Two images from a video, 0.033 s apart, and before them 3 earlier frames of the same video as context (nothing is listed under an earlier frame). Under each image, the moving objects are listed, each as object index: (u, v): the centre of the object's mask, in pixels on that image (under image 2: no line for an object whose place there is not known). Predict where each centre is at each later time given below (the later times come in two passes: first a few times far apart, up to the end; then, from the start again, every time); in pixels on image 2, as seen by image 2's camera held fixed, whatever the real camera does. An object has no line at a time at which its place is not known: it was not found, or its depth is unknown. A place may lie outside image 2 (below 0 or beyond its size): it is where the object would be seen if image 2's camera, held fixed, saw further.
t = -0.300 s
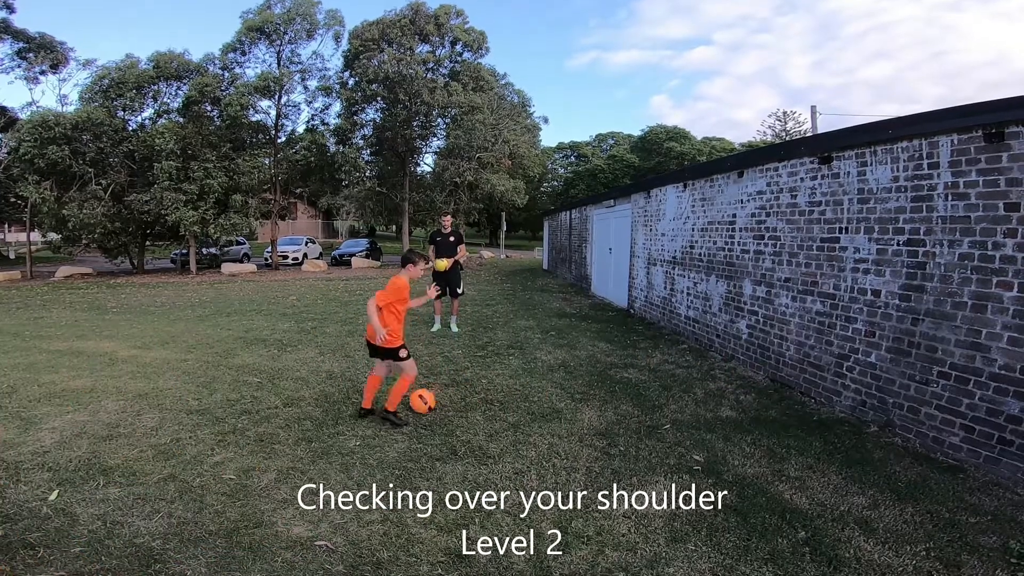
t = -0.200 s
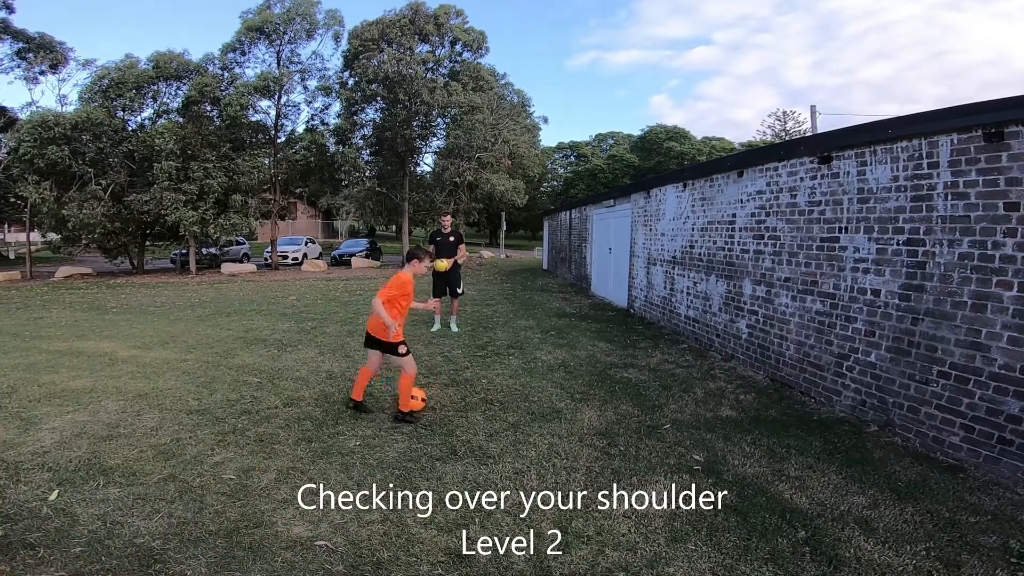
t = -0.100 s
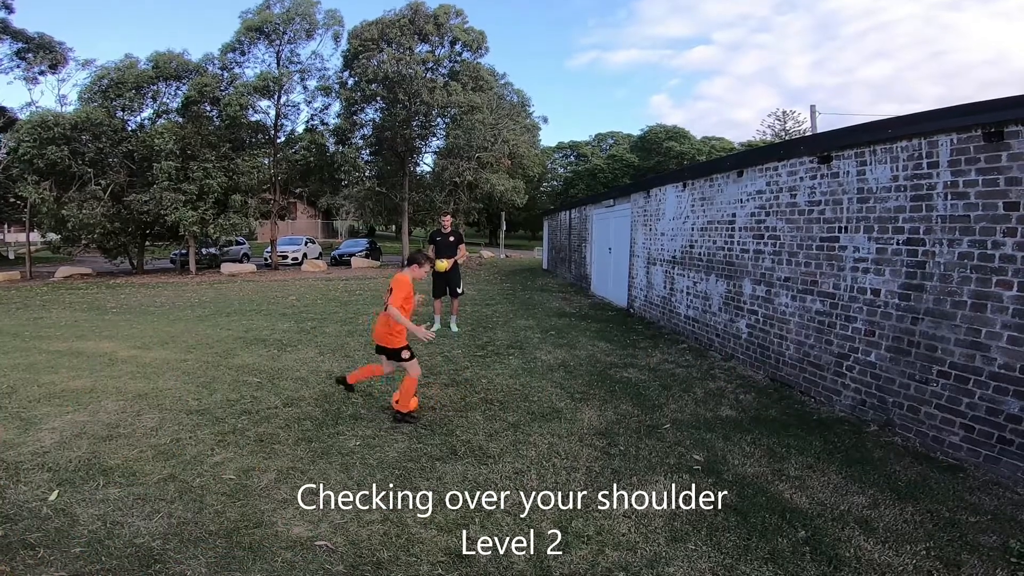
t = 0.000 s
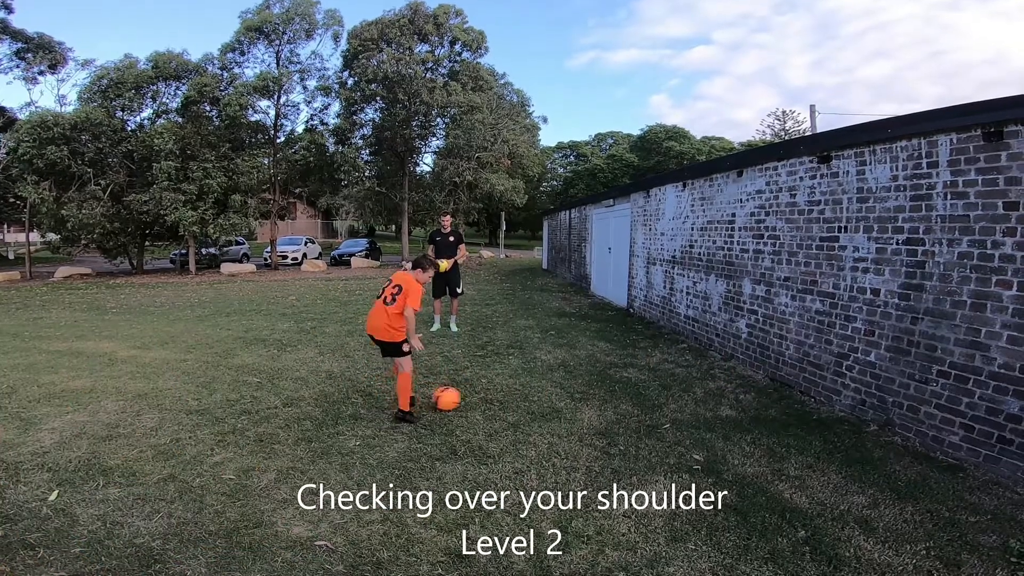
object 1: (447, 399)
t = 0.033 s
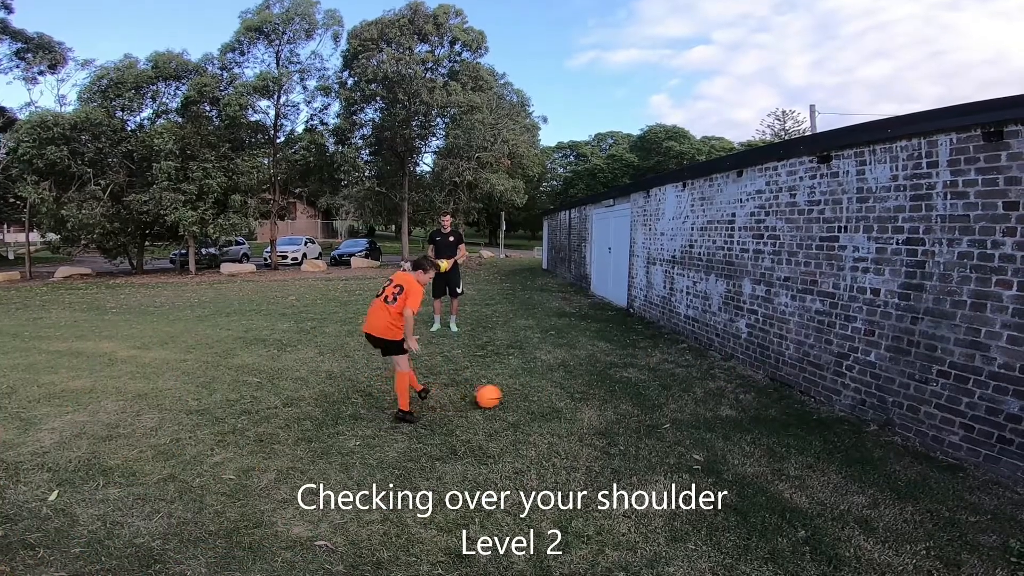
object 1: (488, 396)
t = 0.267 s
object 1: (703, 378)
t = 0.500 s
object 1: (695, 362)
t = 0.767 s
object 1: (572, 375)
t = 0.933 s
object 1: (524, 377)
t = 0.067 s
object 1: (526, 394)
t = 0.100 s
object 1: (562, 392)
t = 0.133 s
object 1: (595, 389)
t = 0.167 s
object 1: (626, 386)
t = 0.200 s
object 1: (654, 383)
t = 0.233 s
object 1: (679, 380)
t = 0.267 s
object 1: (703, 378)
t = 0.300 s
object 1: (725, 376)
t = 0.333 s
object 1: (745, 373)
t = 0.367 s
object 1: (759, 368)
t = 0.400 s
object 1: (744, 365)
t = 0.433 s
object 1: (728, 363)
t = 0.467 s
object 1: (712, 362)
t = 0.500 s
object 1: (695, 362)
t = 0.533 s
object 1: (678, 362)
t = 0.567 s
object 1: (661, 364)
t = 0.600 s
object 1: (644, 367)
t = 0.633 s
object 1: (627, 370)
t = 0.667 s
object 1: (610, 375)
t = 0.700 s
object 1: (593, 378)
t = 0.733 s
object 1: (582, 377)
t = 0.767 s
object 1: (572, 375)
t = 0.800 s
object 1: (563, 374)
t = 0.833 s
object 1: (553, 374)
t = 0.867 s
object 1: (543, 375)
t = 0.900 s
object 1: (533, 376)
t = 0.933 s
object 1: (524, 377)
